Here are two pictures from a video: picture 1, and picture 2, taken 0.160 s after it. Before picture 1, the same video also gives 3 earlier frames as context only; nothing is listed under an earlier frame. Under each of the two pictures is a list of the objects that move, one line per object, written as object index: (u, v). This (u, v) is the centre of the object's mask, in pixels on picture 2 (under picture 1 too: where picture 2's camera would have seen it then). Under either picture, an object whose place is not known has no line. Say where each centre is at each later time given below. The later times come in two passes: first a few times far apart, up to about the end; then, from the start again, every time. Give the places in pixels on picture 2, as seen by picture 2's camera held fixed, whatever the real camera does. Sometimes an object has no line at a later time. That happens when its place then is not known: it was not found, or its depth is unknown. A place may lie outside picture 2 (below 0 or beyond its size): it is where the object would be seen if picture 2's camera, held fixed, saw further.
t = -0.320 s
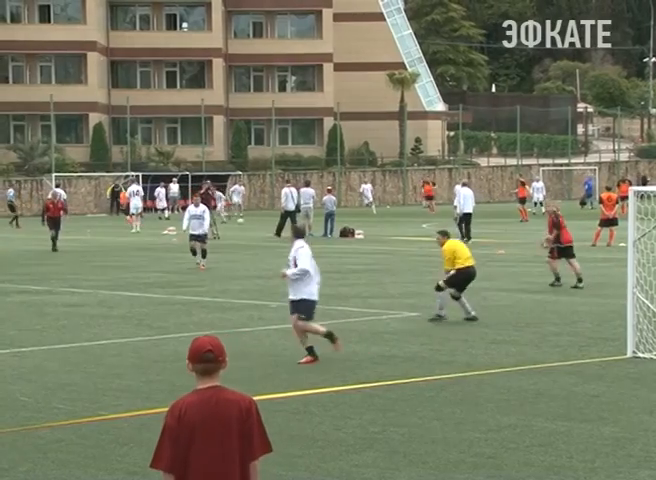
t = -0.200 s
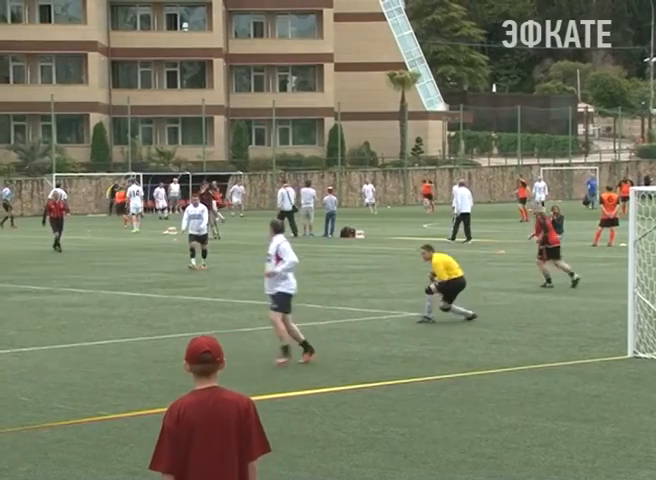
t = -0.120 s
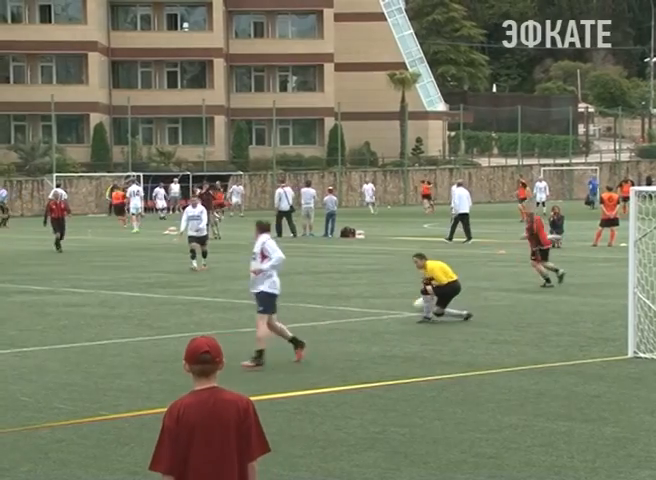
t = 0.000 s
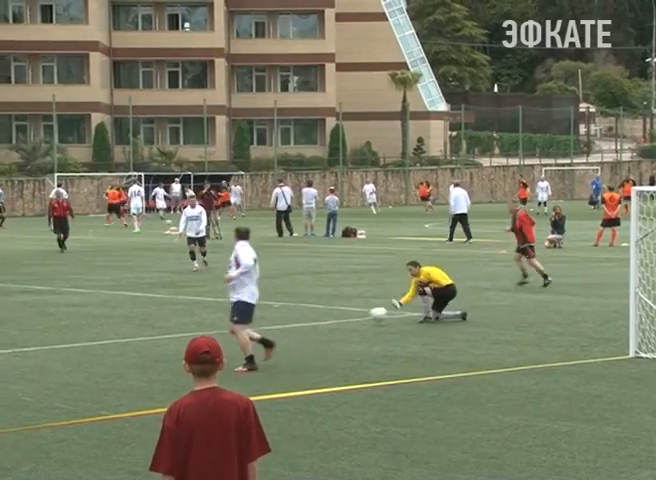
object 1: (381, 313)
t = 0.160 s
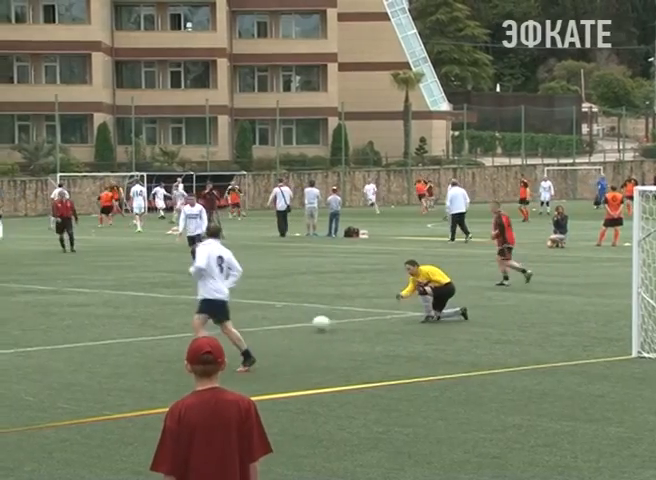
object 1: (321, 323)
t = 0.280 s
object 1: (281, 325)
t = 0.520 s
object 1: (203, 333)
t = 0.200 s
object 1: (308, 322)
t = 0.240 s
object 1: (294, 323)
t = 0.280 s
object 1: (281, 325)
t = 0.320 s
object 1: (267, 329)
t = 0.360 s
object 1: (254, 330)
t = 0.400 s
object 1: (242, 330)
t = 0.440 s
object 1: (229, 332)
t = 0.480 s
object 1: (216, 332)
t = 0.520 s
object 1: (203, 333)
